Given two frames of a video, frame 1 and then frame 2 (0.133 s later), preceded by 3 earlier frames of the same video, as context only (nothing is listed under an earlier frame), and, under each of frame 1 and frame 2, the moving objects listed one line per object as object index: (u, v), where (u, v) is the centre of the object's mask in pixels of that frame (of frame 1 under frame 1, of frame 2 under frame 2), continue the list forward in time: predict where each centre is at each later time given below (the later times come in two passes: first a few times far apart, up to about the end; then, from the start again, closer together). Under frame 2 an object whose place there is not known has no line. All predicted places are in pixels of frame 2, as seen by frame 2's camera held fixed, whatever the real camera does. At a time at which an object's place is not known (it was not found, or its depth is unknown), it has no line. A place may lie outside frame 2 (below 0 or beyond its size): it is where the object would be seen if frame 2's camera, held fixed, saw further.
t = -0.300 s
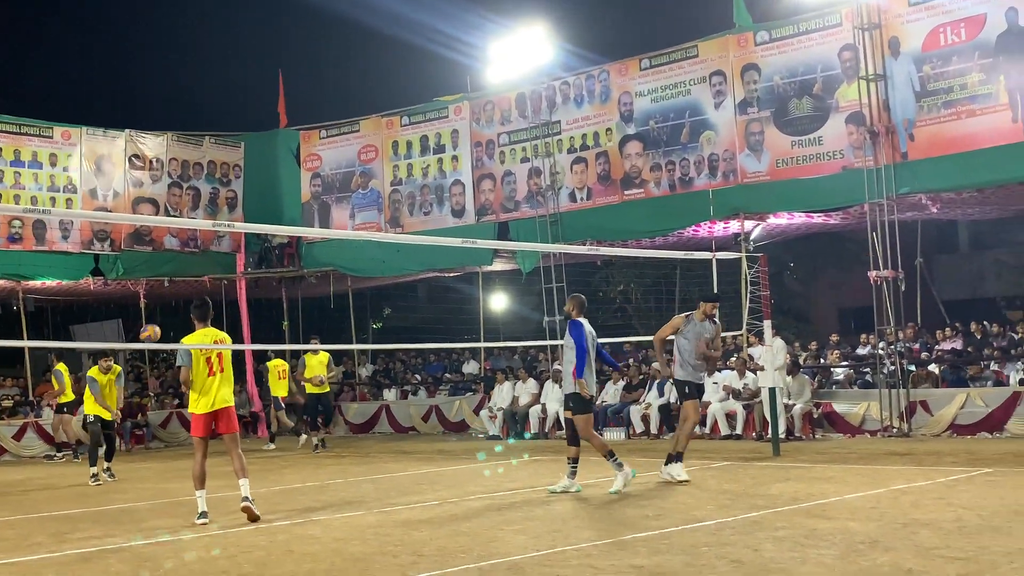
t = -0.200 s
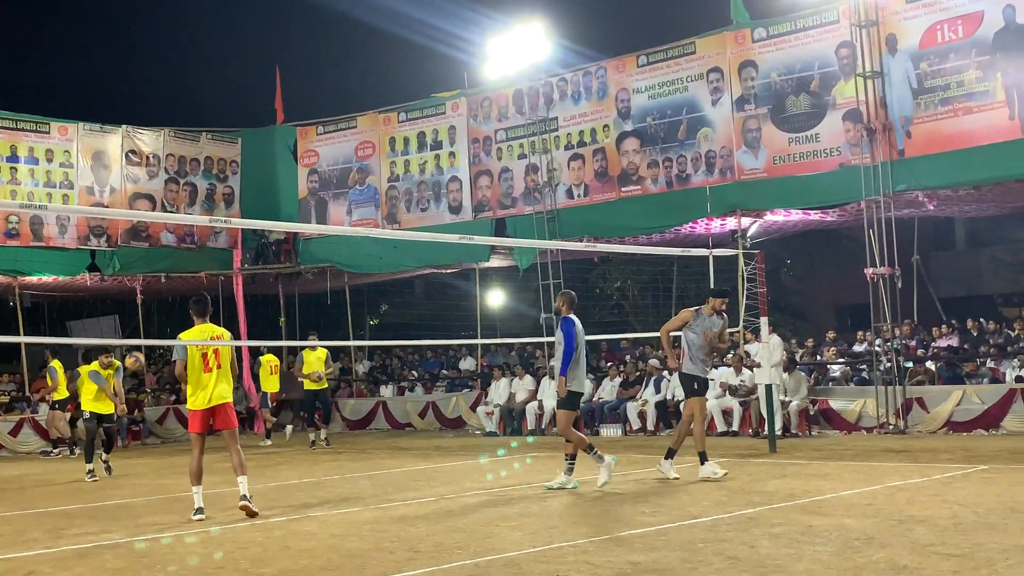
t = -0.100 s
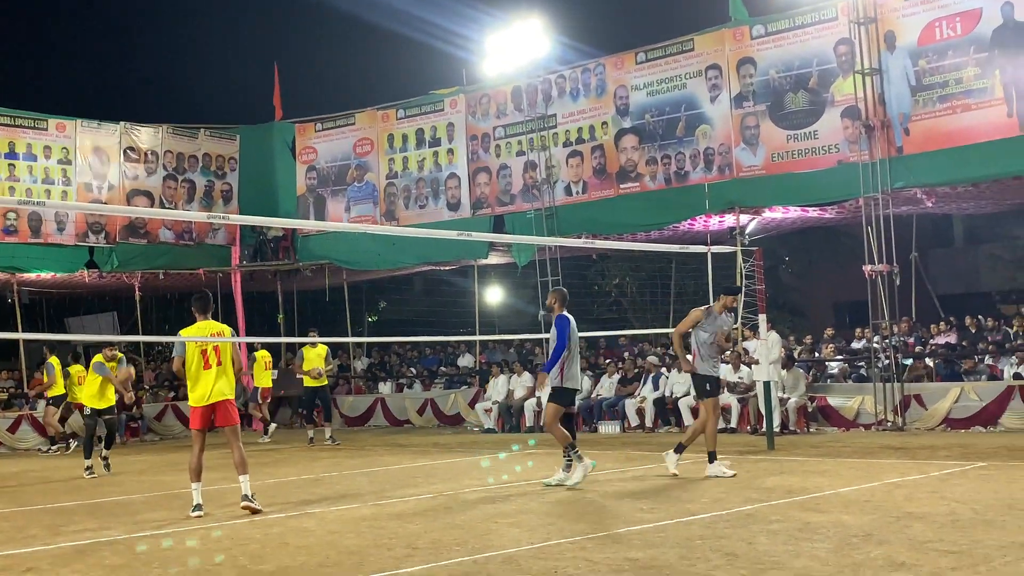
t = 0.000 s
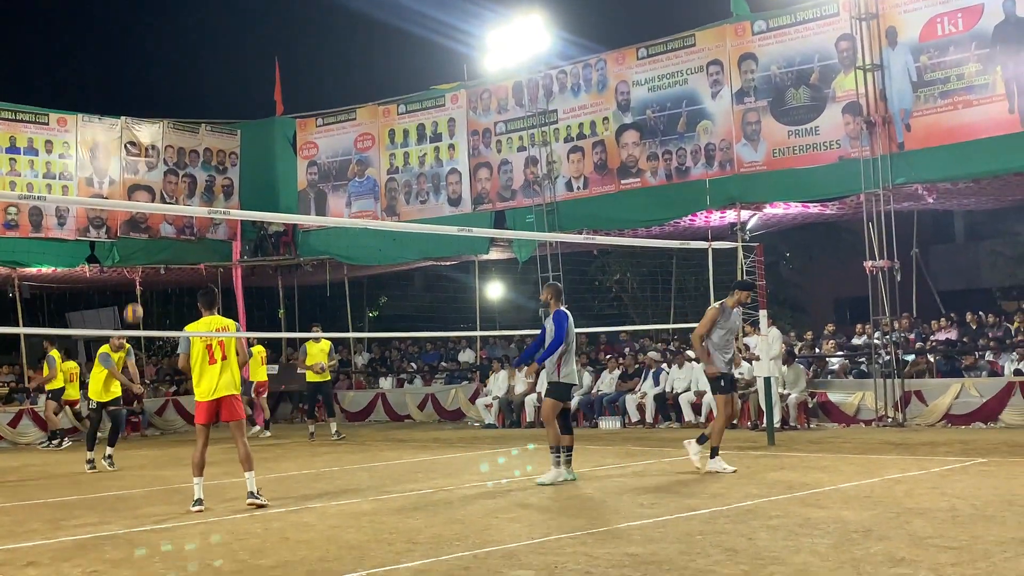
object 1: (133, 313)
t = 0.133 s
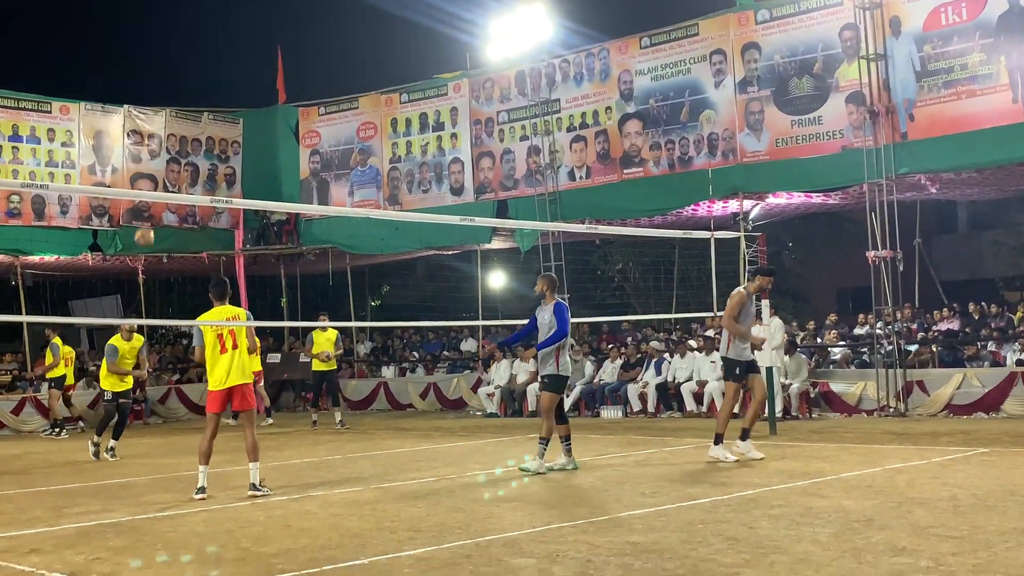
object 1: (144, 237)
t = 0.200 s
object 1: (149, 210)
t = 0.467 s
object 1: (166, 132)
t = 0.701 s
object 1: (182, 110)
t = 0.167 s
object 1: (146, 222)
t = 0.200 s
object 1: (149, 210)
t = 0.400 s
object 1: (162, 145)
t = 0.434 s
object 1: (165, 137)
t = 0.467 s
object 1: (166, 132)
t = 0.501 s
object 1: (169, 124)
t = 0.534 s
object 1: (171, 119)
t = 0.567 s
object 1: (173, 116)
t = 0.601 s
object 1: (176, 113)
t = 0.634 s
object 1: (178, 111)
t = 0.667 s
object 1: (180, 109)
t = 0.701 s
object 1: (182, 110)
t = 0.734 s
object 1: (185, 110)
